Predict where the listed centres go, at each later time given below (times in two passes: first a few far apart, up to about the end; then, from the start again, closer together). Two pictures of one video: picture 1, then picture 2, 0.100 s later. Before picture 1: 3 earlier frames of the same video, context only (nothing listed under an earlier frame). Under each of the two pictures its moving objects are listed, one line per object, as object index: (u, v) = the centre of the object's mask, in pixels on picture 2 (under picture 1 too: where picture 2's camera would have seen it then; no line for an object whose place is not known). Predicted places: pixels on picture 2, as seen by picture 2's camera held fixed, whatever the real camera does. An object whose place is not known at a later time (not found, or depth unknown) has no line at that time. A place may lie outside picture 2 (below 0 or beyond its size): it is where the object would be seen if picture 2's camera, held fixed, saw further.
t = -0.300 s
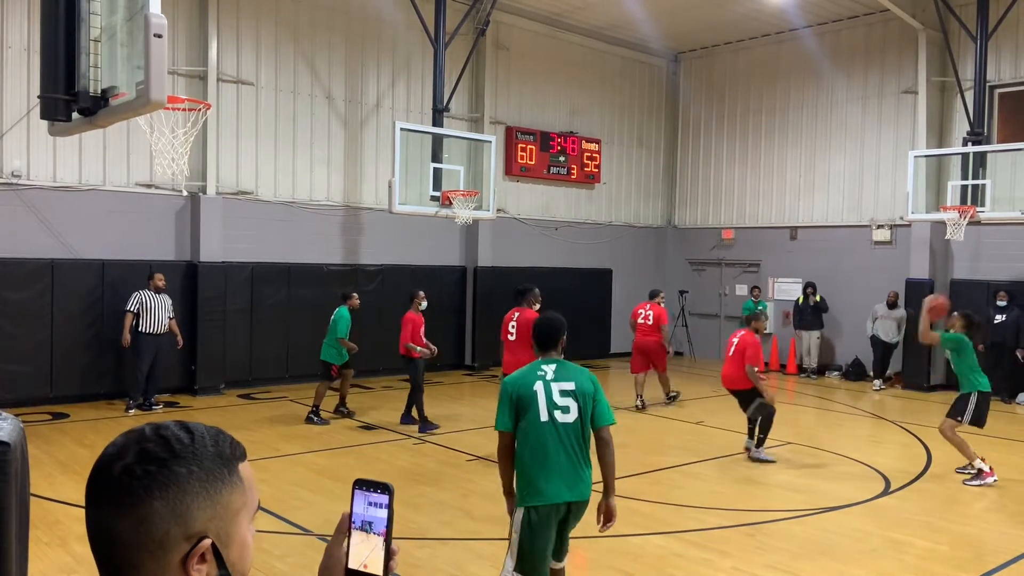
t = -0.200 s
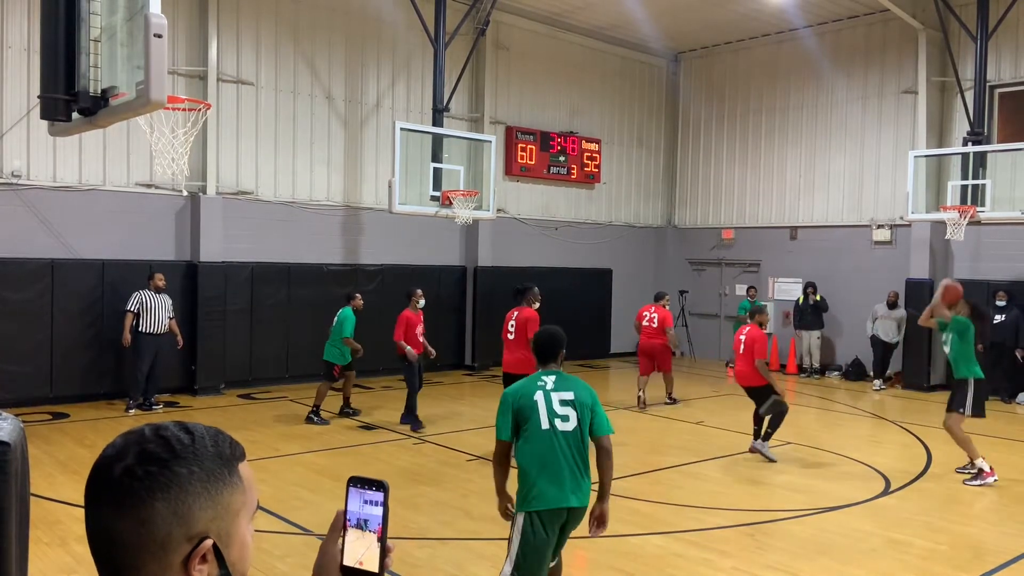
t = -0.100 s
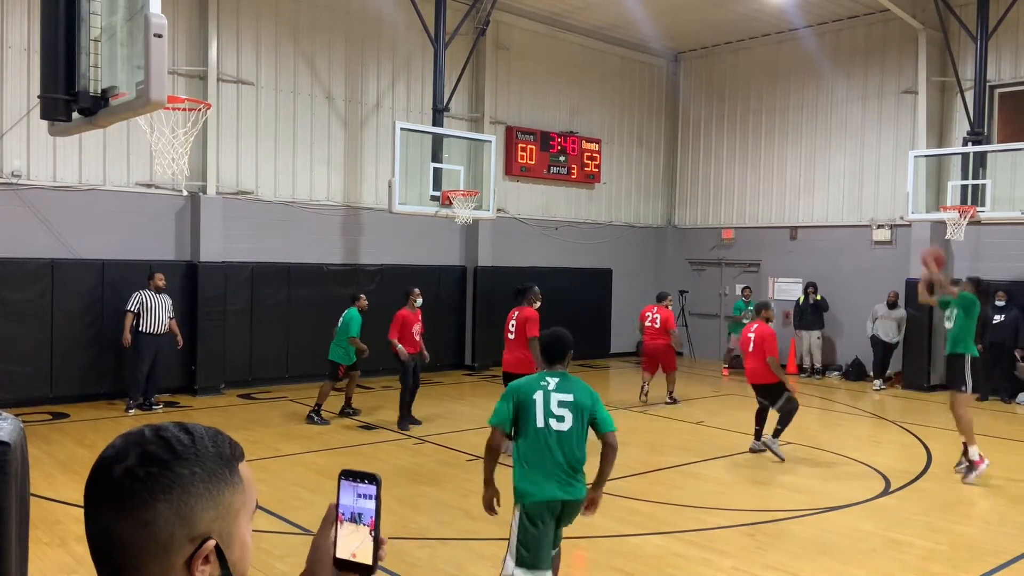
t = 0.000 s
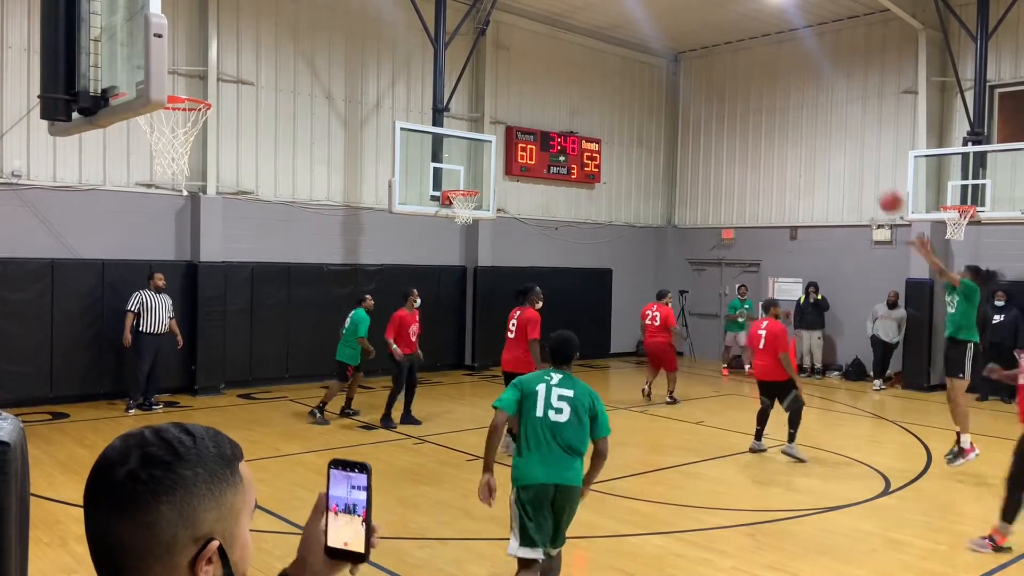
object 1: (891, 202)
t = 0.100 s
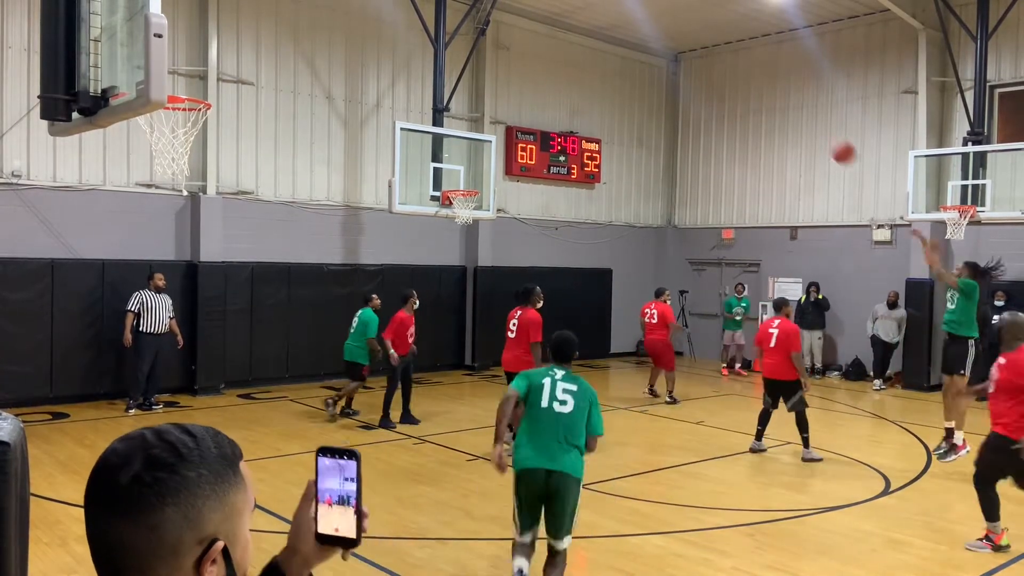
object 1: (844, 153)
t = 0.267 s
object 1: (770, 94)
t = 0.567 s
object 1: (652, 57)
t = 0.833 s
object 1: (563, 85)
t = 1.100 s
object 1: (483, 160)
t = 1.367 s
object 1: (463, 214)
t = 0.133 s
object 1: (829, 140)
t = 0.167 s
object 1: (814, 127)
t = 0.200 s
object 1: (799, 115)
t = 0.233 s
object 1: (784, 103)
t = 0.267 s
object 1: (770, 94)
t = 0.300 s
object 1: (756, 86)
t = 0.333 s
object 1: (741, 79)
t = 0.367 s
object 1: (729, 73)
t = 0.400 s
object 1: (716, 68)
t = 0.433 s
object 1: (703, 64)
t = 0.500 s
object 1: (678, 58)
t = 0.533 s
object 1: (665, 57)
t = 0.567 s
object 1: (652, 57)
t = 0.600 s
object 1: (640, 57)
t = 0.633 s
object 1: (628, 58)
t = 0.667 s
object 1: (617, 61)
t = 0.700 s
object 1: (605, 65)
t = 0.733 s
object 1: (594, 68)
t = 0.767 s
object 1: (583, 73)
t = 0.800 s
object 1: (573, 79)
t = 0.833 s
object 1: (563, 85)
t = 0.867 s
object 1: (552, 92)
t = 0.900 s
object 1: (541, 100)
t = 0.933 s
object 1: (531, 108)
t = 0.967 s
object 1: (521, 117)
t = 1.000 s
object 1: (511, 127)
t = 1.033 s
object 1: (502, 136)
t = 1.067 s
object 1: (492, 148)
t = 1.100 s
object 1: (483, 160)
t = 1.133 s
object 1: (473, 171)
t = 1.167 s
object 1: (464, 183)
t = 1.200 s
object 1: (460, 189)
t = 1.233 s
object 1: (458, 197)
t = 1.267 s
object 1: (454, 201)
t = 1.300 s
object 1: (457, 207)
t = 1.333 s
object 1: (459, 210)
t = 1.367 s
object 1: (463, 214)
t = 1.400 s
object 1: (465, 218)
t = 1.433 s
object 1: (468, 222)
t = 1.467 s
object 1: (470, 227)
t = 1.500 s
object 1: (474, 233)
